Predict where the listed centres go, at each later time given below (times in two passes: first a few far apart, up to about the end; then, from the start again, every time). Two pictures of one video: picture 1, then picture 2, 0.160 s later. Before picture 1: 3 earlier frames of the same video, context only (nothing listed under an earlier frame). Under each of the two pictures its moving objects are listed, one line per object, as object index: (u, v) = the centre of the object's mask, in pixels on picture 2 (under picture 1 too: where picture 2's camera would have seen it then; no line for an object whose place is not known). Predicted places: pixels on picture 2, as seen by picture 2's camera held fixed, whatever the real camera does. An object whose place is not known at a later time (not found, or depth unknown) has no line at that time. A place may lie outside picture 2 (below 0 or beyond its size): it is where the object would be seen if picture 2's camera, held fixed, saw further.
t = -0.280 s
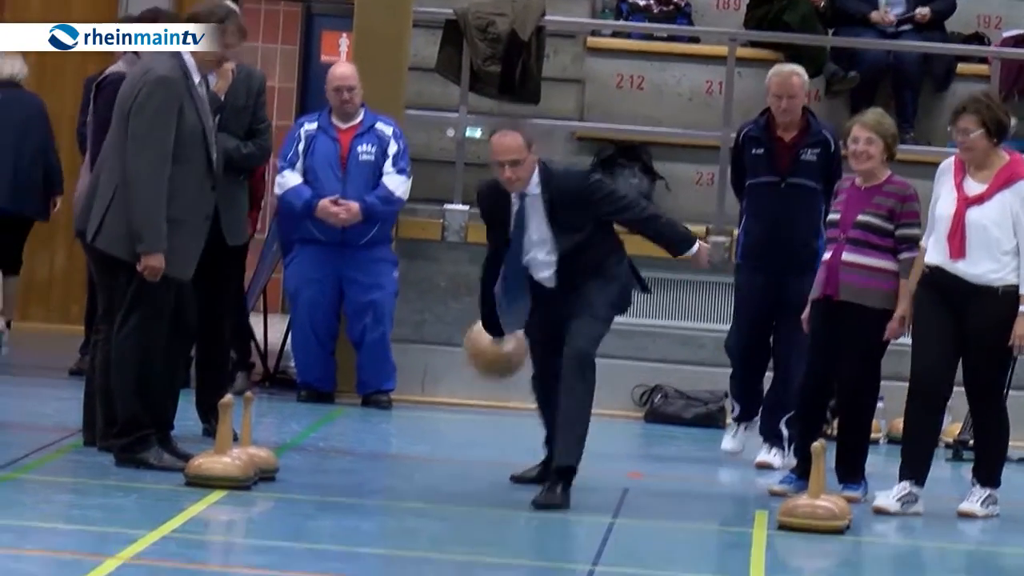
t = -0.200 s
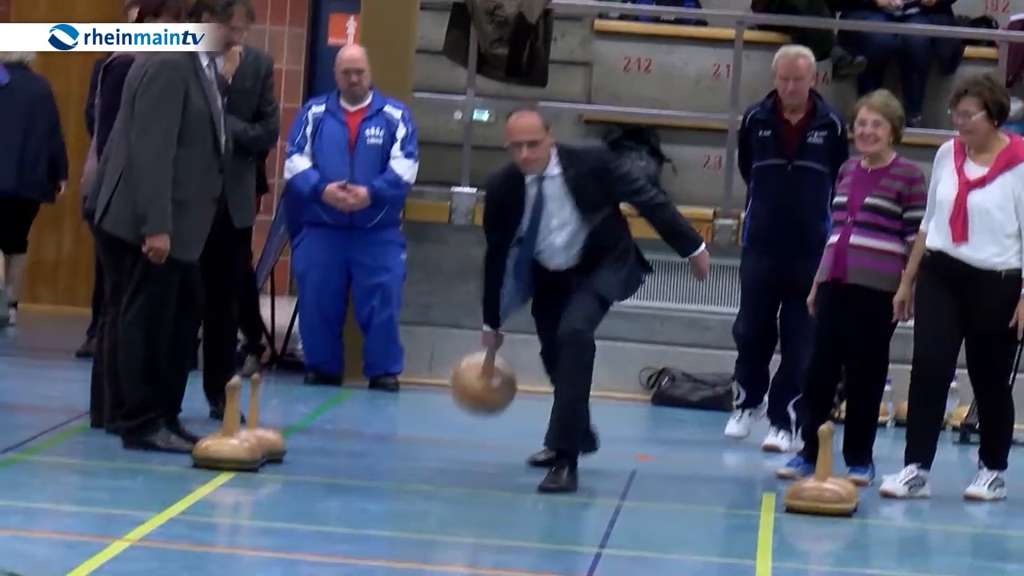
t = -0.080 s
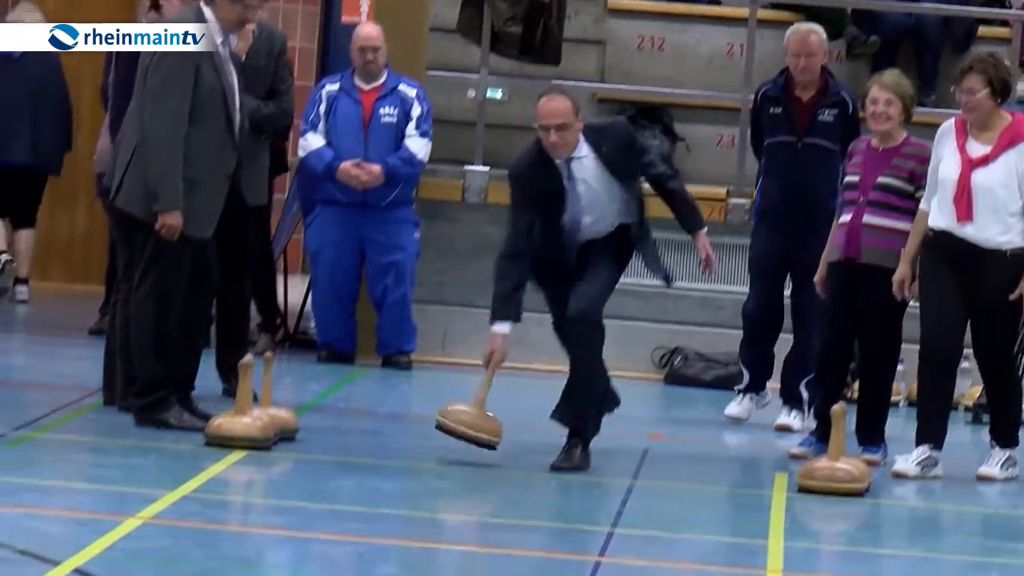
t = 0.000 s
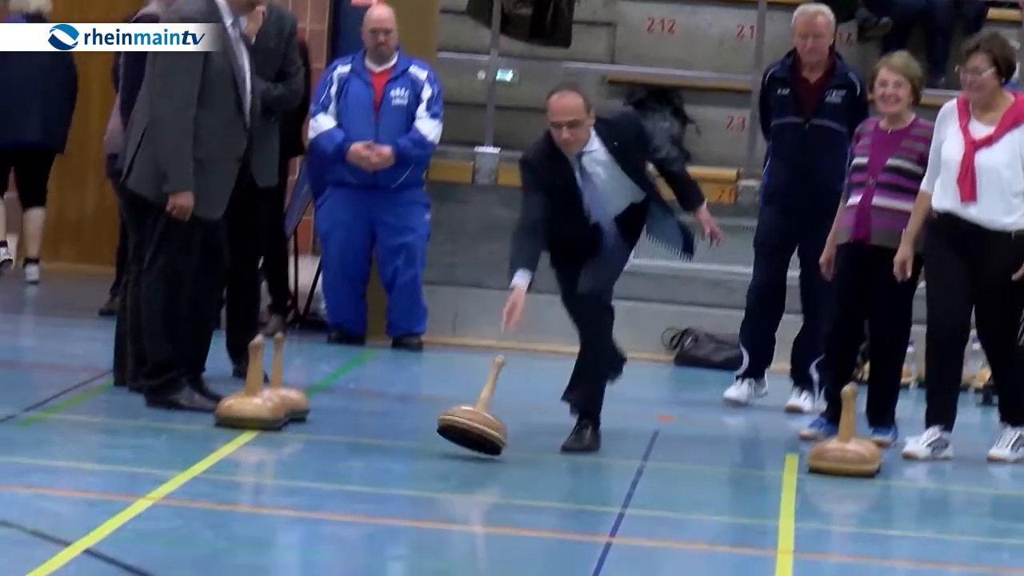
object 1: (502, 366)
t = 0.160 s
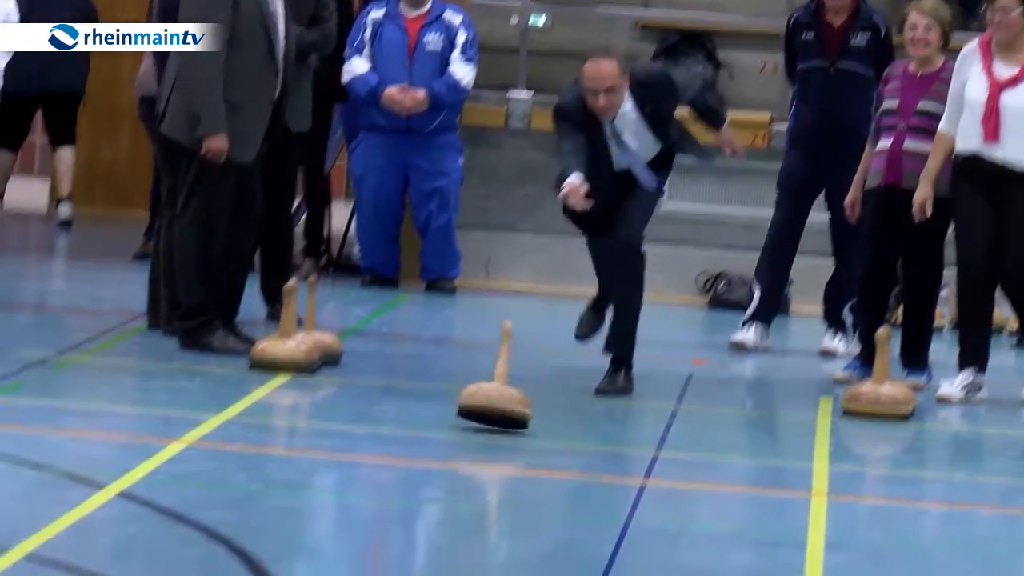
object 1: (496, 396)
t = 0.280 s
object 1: (488, 422)
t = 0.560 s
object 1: (461, 483)
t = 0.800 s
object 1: (433, 543)
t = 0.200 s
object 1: (494, 403)
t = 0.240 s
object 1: (492, 409)
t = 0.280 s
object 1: (488, 422)
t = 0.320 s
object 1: (484, 429)
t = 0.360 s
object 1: (481, 439)
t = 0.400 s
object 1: (477, 449)
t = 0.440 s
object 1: (473, 457)
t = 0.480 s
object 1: (469, 466)
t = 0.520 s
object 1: (465, 474)
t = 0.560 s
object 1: (461, 483)
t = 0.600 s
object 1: (456, 494)
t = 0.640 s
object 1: (451, 502)
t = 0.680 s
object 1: (447, 512)
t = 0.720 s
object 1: (442, 522)
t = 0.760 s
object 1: (437, 533)
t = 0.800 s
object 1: (433, 543)
